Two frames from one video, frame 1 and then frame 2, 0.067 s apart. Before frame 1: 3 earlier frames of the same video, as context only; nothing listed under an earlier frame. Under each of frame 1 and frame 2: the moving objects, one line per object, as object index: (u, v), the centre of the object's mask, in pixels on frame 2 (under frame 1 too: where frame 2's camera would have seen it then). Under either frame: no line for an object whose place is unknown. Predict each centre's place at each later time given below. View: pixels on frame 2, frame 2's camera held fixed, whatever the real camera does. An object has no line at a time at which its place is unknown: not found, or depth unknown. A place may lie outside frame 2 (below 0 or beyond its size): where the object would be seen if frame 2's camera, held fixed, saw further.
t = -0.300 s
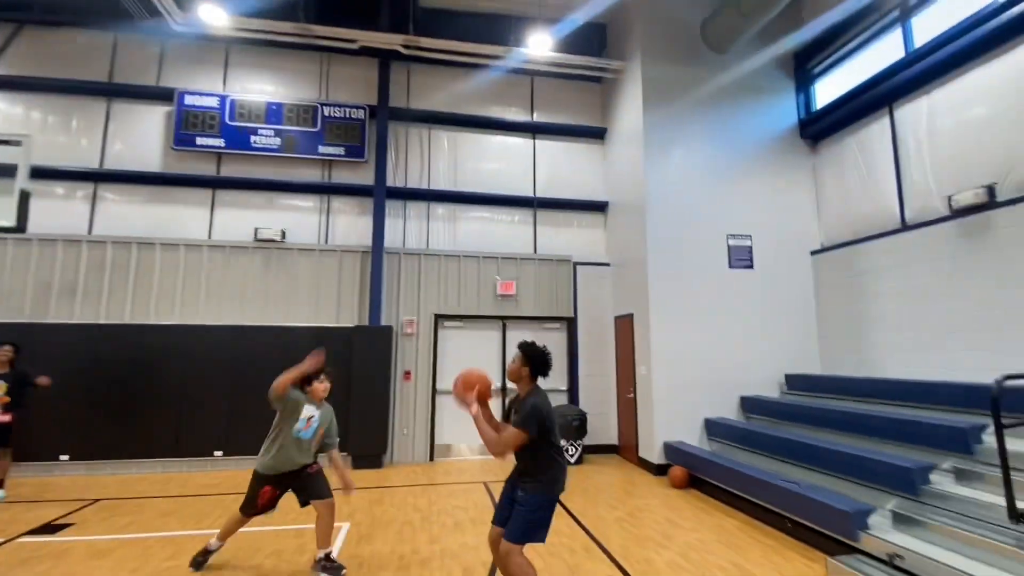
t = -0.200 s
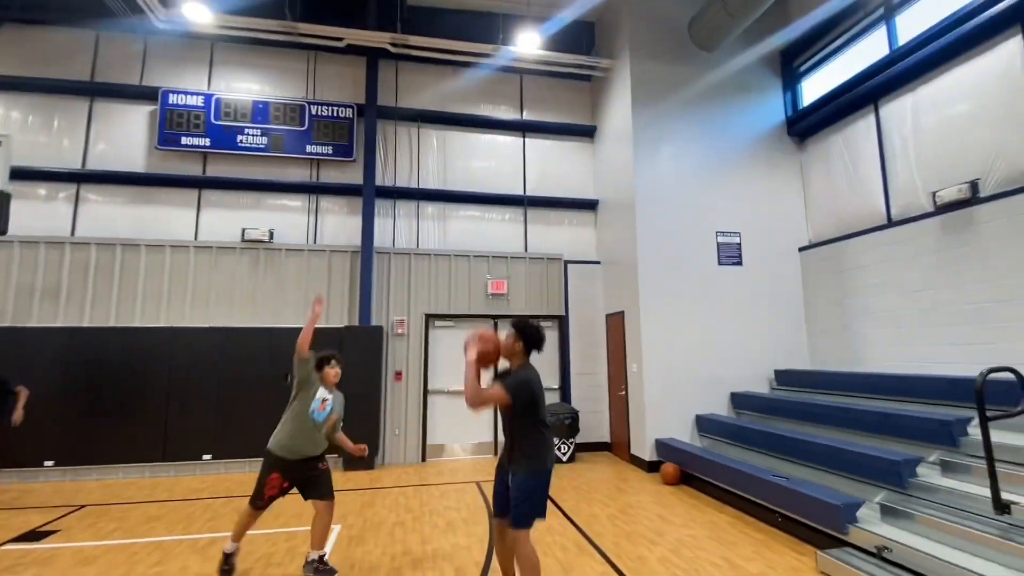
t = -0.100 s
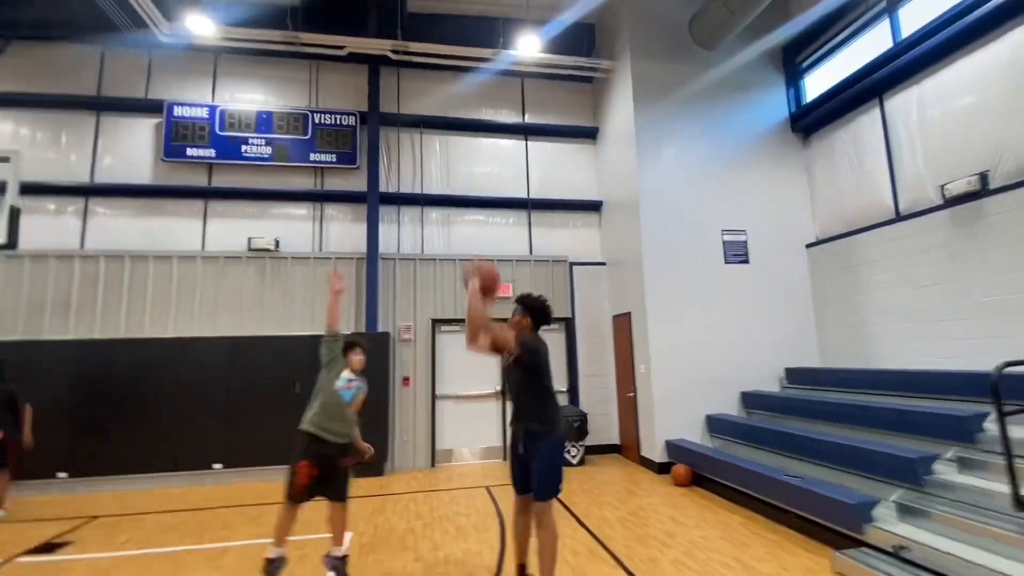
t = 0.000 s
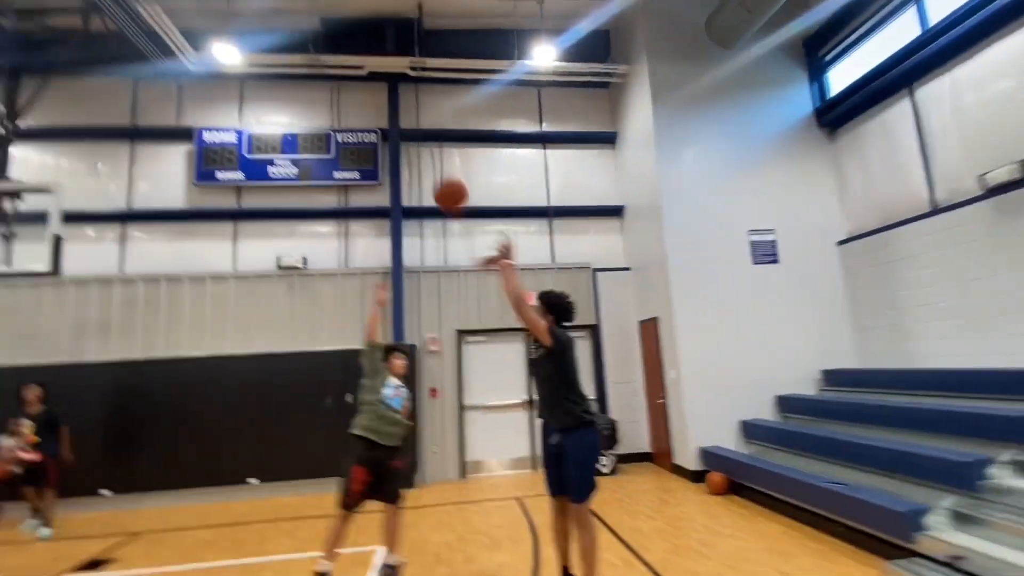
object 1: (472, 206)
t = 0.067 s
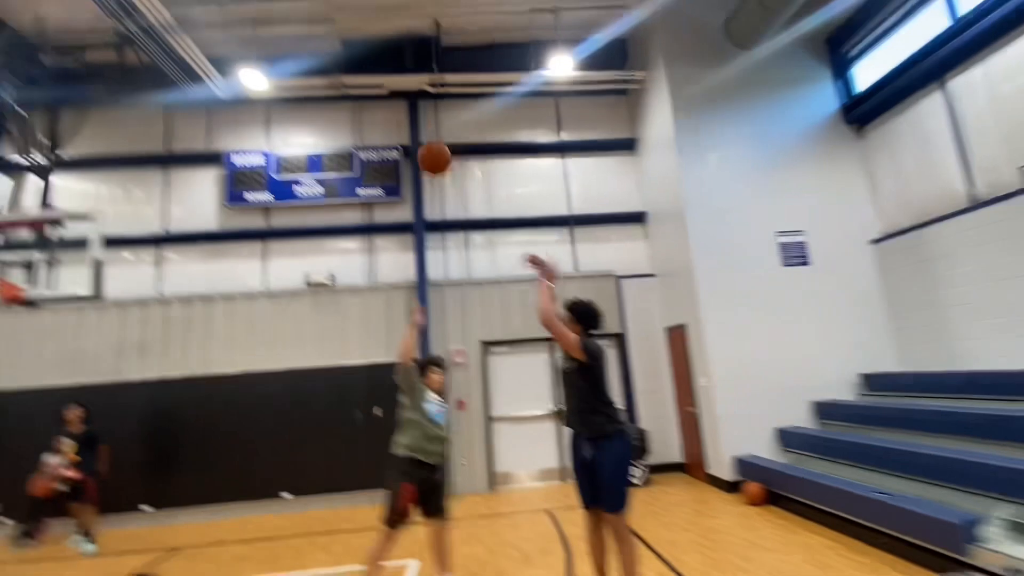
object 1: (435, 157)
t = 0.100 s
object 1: (417, 138)
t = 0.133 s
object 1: (403, 120)
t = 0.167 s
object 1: (388, 104)
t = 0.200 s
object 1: (371, 89)
